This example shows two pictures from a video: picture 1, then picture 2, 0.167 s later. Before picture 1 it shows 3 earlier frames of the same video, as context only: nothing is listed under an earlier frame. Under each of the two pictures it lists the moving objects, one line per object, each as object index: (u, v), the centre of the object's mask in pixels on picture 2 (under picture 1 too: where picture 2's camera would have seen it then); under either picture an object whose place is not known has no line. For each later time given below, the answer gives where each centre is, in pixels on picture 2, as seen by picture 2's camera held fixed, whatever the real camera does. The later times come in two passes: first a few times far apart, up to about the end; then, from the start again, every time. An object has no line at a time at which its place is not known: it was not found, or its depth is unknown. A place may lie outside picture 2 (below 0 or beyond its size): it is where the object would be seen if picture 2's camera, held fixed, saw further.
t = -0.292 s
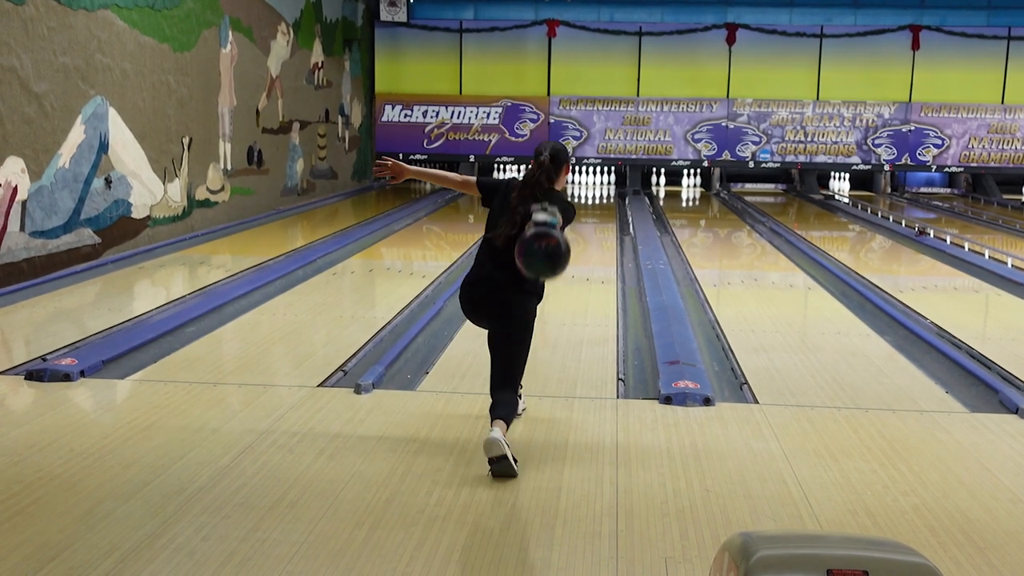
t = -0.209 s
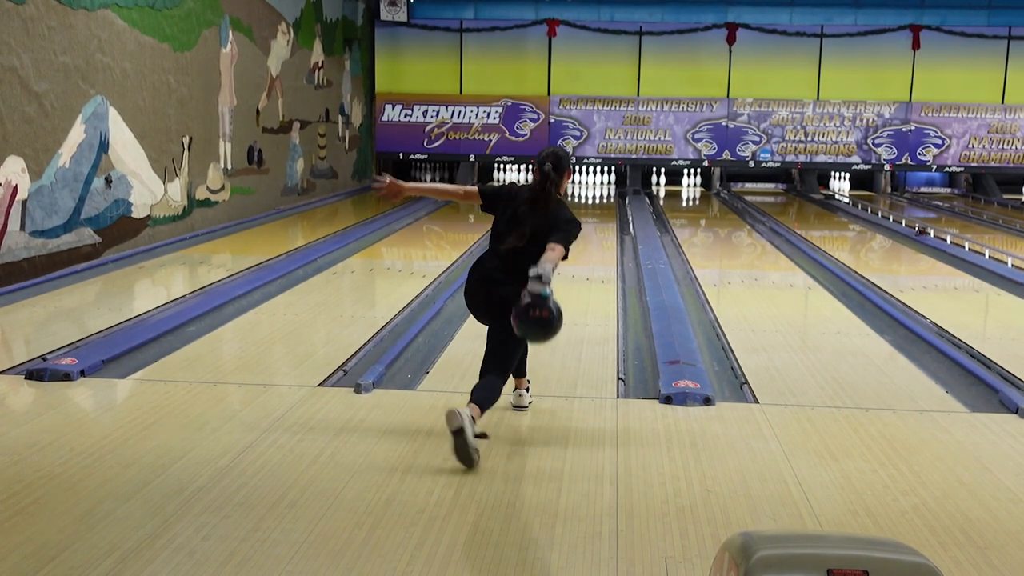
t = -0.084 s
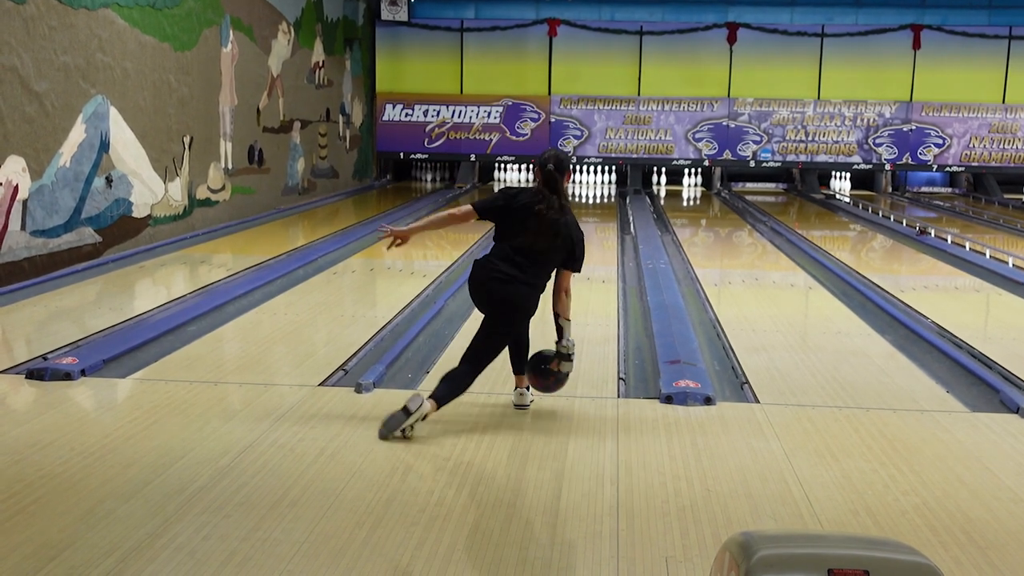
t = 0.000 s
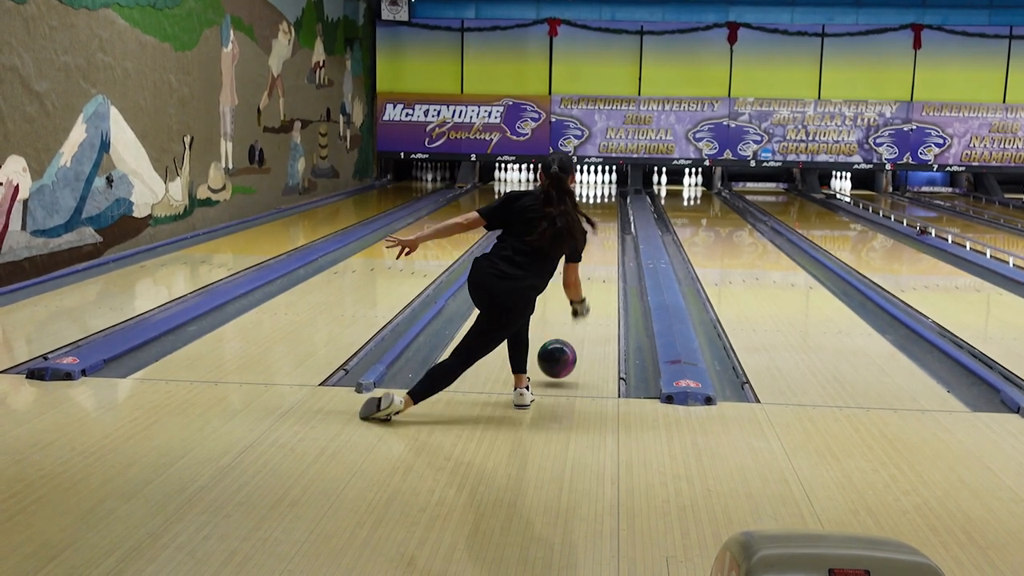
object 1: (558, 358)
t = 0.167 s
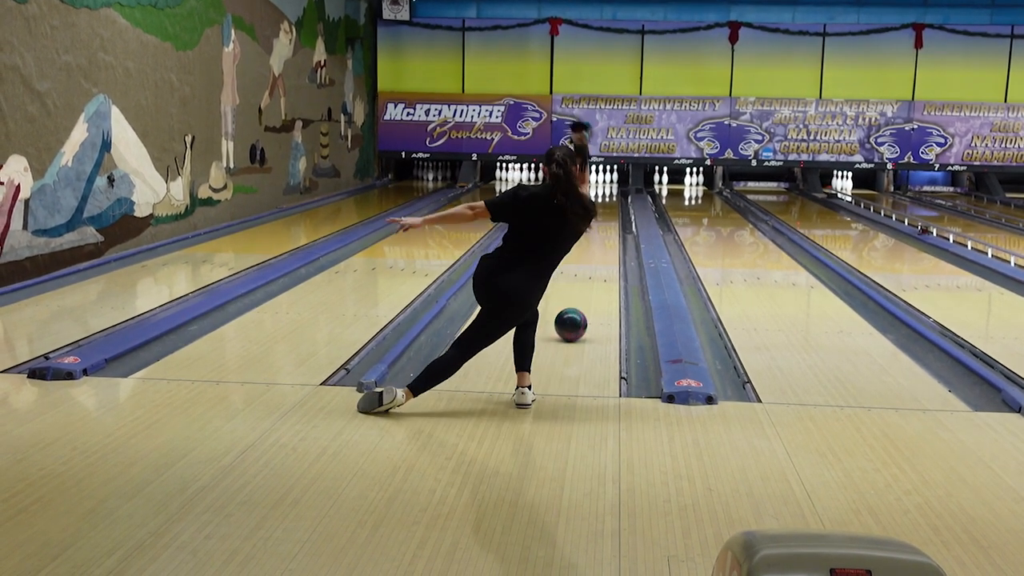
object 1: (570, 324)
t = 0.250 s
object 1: (575, 308)
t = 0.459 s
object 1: (586, 273)
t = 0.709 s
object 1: (595, 250)
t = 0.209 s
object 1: (573, 316)
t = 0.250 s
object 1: (575, 308)
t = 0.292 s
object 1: (580, 295)
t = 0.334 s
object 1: (581, 289)
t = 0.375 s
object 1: (583, 283)
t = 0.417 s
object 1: (585, 278)
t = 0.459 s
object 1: (586, 273)
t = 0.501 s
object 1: (587, 268)
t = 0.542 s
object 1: (589, 264)
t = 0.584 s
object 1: (594, 259)
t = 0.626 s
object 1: (592, 256)
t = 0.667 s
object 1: (594, 253)
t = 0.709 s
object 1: (595, 250)
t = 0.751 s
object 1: (595, 246)
